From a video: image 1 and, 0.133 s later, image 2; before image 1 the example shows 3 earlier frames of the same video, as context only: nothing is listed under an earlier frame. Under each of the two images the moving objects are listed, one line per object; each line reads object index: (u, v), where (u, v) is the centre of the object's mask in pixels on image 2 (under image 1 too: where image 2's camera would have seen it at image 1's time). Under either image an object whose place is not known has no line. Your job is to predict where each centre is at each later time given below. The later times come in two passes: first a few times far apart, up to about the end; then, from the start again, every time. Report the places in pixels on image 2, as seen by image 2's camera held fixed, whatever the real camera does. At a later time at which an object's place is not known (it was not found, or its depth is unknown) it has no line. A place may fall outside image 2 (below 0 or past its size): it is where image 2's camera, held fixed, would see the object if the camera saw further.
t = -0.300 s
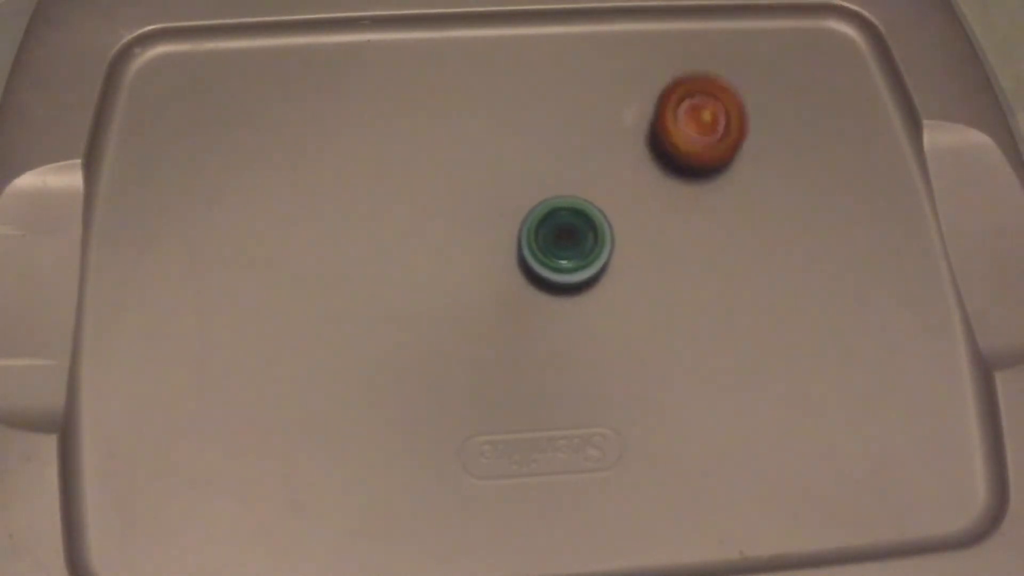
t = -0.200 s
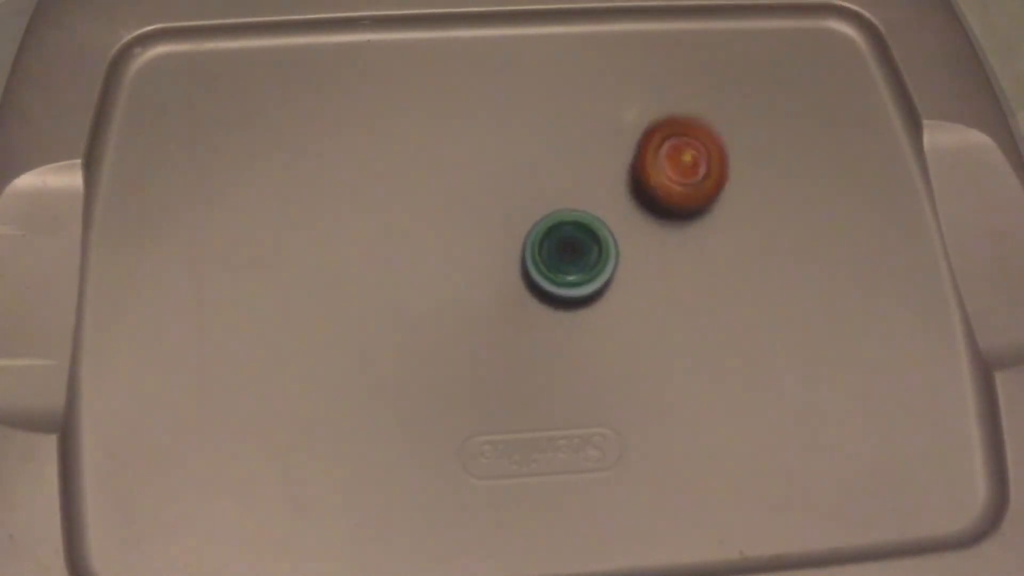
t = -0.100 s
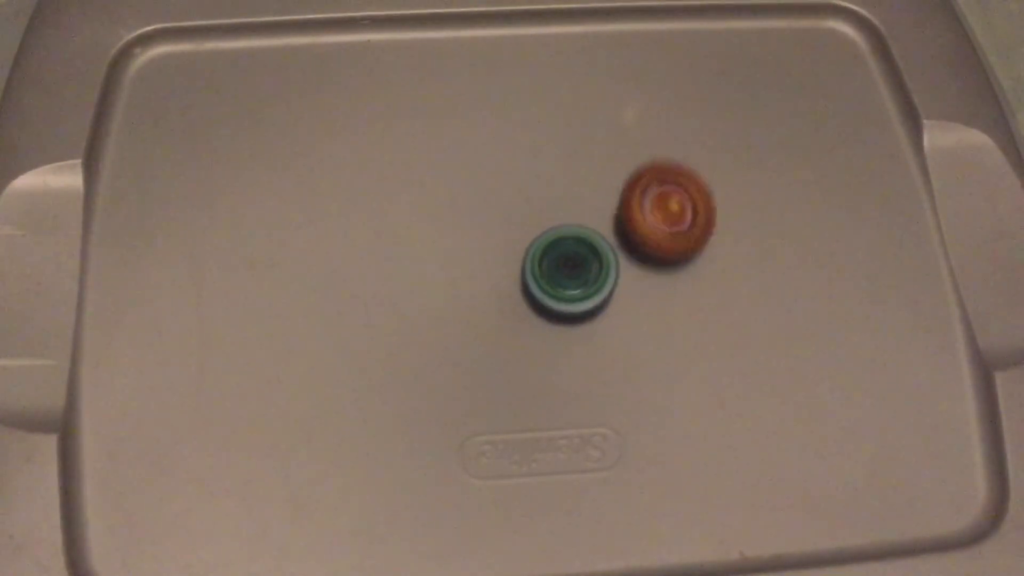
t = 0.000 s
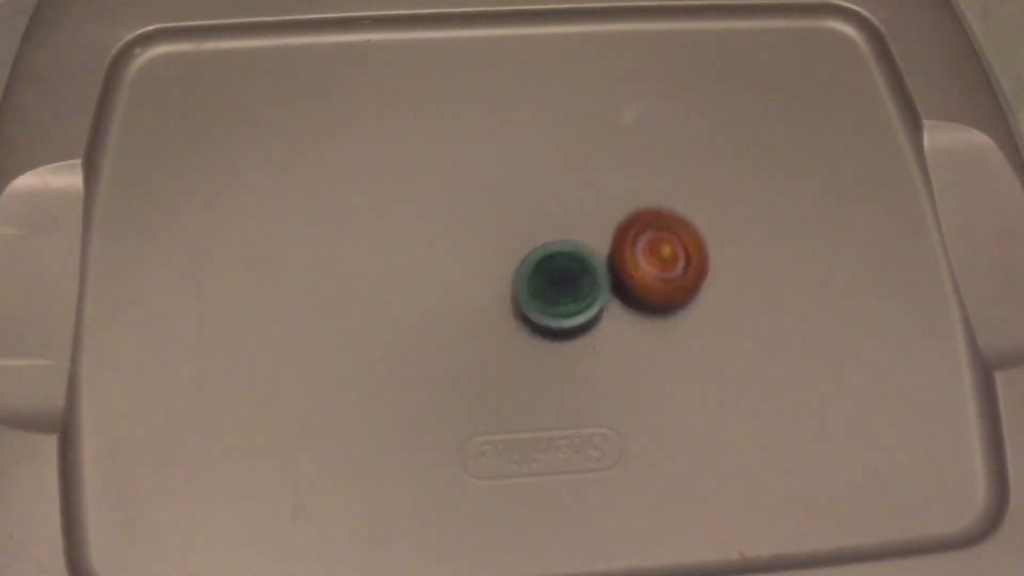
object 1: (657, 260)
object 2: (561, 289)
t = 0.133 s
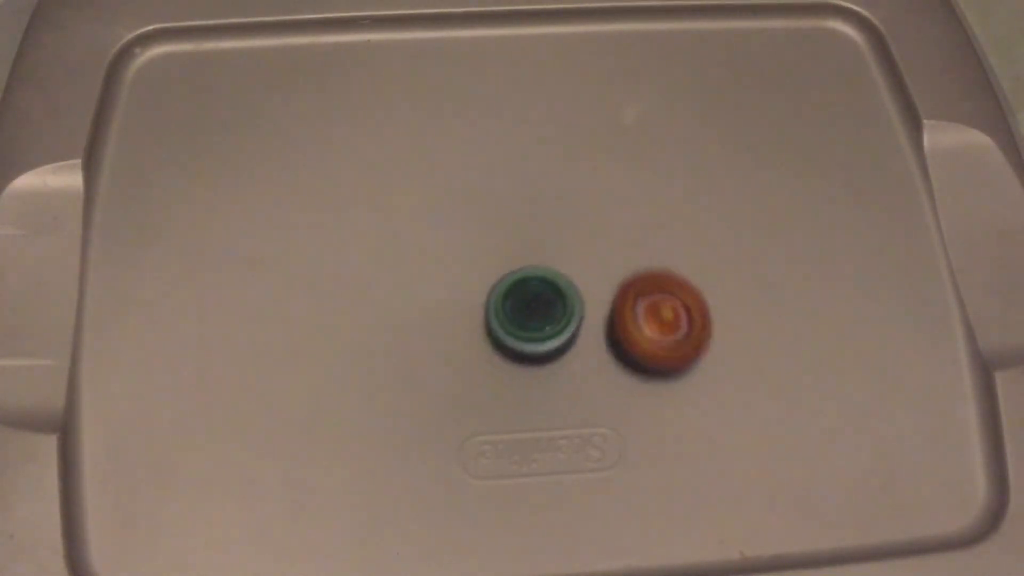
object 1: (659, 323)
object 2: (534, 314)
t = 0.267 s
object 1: (662, 387)
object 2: (511, 325)
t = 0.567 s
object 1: (685, 519)
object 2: (452, 322)
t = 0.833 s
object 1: (671, 485)
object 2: (425, 295)
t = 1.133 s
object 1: (608, 373)
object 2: (429, 256)
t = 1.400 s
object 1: (544, 291)
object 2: (448, 212)
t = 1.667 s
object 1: (554, 301)
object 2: (405, 120)
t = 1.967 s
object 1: (533, 301)
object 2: (452, 62)
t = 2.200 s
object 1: (511, 299)
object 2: (508, 55)
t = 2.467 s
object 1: (489, 296)
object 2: (565, 90)
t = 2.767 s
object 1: (476, 295)
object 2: (585, 168)
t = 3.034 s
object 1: (462, 298)
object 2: (561, 240)
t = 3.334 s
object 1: (424, 322)
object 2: (562, 266)
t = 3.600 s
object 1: (430, 325)
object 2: (525, 288)
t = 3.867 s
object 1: (437, 325)
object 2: (518, 273)
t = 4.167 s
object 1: (421, 336)
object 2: (557, 231)
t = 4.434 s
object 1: (433, 318)
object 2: (591, 235)
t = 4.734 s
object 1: (488, 259)
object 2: (600, 259)
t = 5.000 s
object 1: (510, 206)
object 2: (609, 281)
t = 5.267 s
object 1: (503, 183)
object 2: (581, 303)
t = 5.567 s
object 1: (497, 188)
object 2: (525, 298)
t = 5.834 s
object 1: (494, 162)
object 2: (500, 357)
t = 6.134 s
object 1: (492, 152)
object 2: (467, 360)
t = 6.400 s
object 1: (502, 172)
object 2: (454, 327)
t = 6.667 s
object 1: (545, 221)
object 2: (464, 297)
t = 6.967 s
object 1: (632, 255)
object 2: (475, 285)
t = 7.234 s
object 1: (661, 262)
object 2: (497, 285)
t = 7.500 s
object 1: (660, 257)
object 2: (516, 293)
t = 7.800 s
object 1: (622, 264)
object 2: (520, 305)
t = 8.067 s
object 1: (592, 276)
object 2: (498, 315)
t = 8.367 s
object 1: (593, 276)
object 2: (450, 304)
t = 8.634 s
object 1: (575, 279)
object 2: (454, 263)
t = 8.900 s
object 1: (565, 298)
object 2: (474, 252)
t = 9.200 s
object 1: (634, 323)
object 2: (443, 216)
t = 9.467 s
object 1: (667, 282)
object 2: (462, 201)
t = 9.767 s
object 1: (626, 234)
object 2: (493, 229)
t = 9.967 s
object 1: (586, 240)
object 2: (489, 264)
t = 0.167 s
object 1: (659, 339)
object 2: (528, 317)
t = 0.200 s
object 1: (660, 355)
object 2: (522, 320)
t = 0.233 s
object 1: (661, 370)
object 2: (517, 323)
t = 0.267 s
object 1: (662, 387)
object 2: (511, 325)
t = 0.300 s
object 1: (663, 403)
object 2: (504, 326)
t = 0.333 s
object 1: (666, 419)
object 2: (497, 326)
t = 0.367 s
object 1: (668, 436)
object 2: (490, 326)
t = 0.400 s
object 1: (671, 452)
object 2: (484, 326)
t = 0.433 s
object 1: (673, 467)
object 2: (476, 326)
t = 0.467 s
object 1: (676, 481)
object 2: (470, 326)
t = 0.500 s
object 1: (679, 494)
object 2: (464, 325)
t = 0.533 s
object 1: (682, 507)
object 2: (458, 324)
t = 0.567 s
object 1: (685, 519)
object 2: (452, 322)
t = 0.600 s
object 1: (687, 523)
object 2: (447, 320)
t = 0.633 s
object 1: (685, 522)
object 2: (443, 318)
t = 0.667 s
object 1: (683, 519)
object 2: (439, 315)
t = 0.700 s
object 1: (682, 515)
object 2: (436, 312)
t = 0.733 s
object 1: (680, 510)
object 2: (433, 308)
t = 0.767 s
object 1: (678, 503)
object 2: (431, 304)
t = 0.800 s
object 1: (675, 495)
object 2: (428, 300)
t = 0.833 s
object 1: (671, 485)
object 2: (425, 295)
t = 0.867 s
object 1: (667, 475)
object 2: (424, 292)
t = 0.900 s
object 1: (662, 463)
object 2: (423, 288)
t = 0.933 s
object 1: (656, 450)
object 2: (422, 282)
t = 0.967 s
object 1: (649, 437)
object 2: (422, 279)
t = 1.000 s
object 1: (642, 424)
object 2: (423, 275)
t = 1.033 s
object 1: (634, 411)
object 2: (425, 269)
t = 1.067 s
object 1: (626, 399)
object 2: (426, 265)
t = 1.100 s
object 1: (617, 385)
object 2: (427, 261)
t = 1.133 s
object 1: (608, 373)
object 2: (429, 256)
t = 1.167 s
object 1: (598, 360)
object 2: (432, 251)
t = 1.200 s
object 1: (588, 348)
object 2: (435, 247)
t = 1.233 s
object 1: (577, 336)
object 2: (440, 244)
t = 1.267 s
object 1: (567, 324)
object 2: (444, 240)
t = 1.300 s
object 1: (557, 312)
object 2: (449, 236)
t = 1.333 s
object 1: (548, 300)
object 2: (454, 233)
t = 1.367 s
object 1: (539, 290)
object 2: (459, 230)
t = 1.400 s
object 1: (544, 291)
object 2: (448, 212)
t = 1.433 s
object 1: (554, 297)
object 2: (433, 186)
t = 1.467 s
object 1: (558, 299)
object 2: (419, 167)
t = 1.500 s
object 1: (558, 299)
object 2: (410, 156)
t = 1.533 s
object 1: (558, 300)
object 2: (405, 147)
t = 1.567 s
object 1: (557, 300)
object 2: (401, 140)
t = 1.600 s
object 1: (555, 301)
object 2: (400, 134)
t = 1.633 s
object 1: (555, 301)
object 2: (402, 127)
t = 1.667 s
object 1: (554, 301)
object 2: (405, 120)
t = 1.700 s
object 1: (552, 301)
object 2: (409, 111)
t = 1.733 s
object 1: (550, 301)
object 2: (412, 102)
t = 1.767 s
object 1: (547, 301)
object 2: (416, 94)
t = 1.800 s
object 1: (545, 301)
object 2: (421, 87)
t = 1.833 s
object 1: (543, 301)
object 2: (426, 81)
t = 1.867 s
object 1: (541, 301)
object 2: (432, 75)
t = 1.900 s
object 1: (538, 301)
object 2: (438, 70)
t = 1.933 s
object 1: (536, 301)
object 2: (445, 65)
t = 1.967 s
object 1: (533, 301)
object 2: (452, 62)
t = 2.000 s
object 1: (530, 301)
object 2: (459, 59)
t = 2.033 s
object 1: (526, 300)
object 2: (467, 56)
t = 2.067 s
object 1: (523, 300)
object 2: (474, 54)
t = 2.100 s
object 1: (520, 300)
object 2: (483, 54)
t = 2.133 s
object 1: (517, 299)
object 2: (492, 54)
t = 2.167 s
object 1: (514, 299)
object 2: (500, 54)
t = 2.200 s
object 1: (511, 299)
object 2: (508, 55)
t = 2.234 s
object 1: (508, 298)
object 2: (516, 56)
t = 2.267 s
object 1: (505, 298)
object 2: (523, 59)
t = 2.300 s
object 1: (502, 298)
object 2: (531, 62)
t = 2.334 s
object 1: (499, 298)
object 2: (539, 67)
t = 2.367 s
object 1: (496, 297)
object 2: (546, 71)
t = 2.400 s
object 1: (493, 297)
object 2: (553, 77)
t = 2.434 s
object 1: (490, 297)
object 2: (559, 83)
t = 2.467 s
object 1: (489, 296)
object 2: (565, 90)
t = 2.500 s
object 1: (486, 296)
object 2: (570, 96)
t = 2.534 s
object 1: (484, 296)
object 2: (575, 104)
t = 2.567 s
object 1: (483, 296)
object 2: (578, 112)
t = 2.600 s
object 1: (481, 295)
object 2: (581, 122)
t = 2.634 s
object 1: (479, 295)
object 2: (584, 132)
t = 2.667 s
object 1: (479, 295)
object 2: (586, 141)
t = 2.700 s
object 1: (478, 295)
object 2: (587, 150)
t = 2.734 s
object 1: (477, 295)
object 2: (587, 159)
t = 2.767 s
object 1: (476, 295)
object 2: (585, 168)
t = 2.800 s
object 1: (476, 294)
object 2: (583, 177)
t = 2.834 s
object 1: (474, 293)
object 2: (580, 187)
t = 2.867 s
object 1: (474, 293)
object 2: (576, 196)
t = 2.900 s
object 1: (474, 292)
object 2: (570, 207)
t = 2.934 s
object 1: (475, 291)
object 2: (564, 218)
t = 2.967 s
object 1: (475, 290)
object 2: (557, 228)
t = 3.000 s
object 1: (472, 291)
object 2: (552, 238)
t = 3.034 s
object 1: (462, 298)
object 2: (561, 240)
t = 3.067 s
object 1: (455, 303)
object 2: (570, 243)
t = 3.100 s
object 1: (448, 306)
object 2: (574, 246)
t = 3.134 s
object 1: (442, 309)
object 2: (575, 247)
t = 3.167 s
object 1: (436, 311)
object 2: (574, 249)
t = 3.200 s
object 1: (432, 315)
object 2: (573, 252)
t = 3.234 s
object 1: (428, 317)
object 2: (570, 255)
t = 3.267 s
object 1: (427, 319)
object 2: (568, 259)
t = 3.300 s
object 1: (425, 321)
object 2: (565, 262)
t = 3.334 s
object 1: (424, 322)
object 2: (562, 266)
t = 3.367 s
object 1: (423, 324)
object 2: (558, 268)
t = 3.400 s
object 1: (423, 324)
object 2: (554, 271)
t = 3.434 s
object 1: (423, 325)
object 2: (549, 275)
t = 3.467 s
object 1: (424, 325)
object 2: (544, 278)
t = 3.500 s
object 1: (424, 325)
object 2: (539, 281)
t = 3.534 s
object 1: (426, 326)
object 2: (534, 284)
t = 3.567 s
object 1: (428, 326)
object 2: (529, 287)
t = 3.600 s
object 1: (430, 325)
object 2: (525, 288)
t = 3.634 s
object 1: (430, 325)
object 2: (522, 288)
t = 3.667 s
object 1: (430, 328)
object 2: (524, 286)
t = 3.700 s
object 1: (431, 328)
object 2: (525, 285)
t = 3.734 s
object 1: (432, 328)
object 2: (524, 282)
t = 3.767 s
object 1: (433, 328)
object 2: (522, 279)
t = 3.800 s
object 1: (433, 327)
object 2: (521, 277)
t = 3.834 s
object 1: (435, 326)
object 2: (519, 275)
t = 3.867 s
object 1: (437, 325)
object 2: (518, 273)
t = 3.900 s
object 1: (430, 329)
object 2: (527, 264)
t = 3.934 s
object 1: (426, 333)
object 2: (536, 255)
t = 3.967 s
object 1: (426, 334)
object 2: (541, 247)
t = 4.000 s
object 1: (425, 335)
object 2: (543, 241)
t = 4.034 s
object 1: (423, 336)
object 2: (545, 237)
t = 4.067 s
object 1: (422, 337)
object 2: (547, 234)
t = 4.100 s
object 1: (421, 337)
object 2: (549, 232)
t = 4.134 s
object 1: (421, 337)
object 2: (553, 231)
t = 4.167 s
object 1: (421, 336)
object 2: (557, 231)
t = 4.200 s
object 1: (421, 335)
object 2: (562, 230)
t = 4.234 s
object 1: (422, 334)
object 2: (567, 230)
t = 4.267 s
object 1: (423, 333)
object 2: (571, 230)
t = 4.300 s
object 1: (425, 331)
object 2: (576, 230)
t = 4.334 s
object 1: (427, 328)
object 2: (580, 231)
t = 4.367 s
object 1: (428, 326)
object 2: (584, 232)
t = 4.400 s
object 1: (430, 323)
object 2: (588, 233)
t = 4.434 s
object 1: (433, 318)
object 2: (591, 235)
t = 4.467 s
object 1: (437, 313)
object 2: (593, 236)
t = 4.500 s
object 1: (441, 307)
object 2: (595, 238)
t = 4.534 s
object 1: (446, 301)
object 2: (597, 240)
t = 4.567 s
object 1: (453, 294)
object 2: (599, 243)
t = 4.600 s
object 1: (459, 287)
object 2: (600, 246)
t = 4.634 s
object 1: (466, 279)
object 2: (601, 249)
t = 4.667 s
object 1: (474, 272)
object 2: (601, 252)
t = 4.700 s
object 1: (481, 266)
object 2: (601, 256)
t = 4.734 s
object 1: (488, 259)
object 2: (600, 259)
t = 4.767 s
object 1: (496, 251)
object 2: (598, 263)
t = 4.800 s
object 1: (503, 245)
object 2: (600, 266)
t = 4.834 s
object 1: (507, 239)
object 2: (601, 270)
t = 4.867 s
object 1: (509, 233)
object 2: (604, 274)
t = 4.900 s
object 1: (510, 226)
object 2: (609, 276)
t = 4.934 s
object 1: (510, 219)
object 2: (611, 277)
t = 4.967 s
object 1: (510, 213)
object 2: (610, 279)
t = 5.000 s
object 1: (510, 206)
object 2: (609, 281)
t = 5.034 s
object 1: (510, 201)
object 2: (606, 283)
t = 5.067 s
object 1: (509, 197)
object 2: (603, 288)
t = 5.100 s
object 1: (508, 193)
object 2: (600, 292)
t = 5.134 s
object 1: (507, 191)
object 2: (598, 295)
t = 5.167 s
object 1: (506, 188)
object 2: (594, 298)
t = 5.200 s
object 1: (505, 186)
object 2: (591, 300)
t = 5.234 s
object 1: (504, 185)
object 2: (586, 302)
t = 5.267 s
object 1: (503, 183)
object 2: (581, 303)
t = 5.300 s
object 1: (502, 182)
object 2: (575, 304)
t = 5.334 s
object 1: (501, 182)
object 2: (569, 305)
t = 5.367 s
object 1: (500, 181)
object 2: (563, 305)
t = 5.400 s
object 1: (499, 181)
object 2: (557, 305)
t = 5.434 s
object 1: (498, 182)
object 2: (550, 305)
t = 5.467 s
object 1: (498, 182)
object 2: (544, 304)
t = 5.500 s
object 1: (497, 185)
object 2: (537, 302)
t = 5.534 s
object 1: (497, 187)
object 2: (531, 300)
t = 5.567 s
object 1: (497, 188)
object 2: (525, 298)
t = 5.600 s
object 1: (497, 192)
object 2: (518, 295)
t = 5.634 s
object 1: (497, 195)
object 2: (512, 292)
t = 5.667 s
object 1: (497, 196)
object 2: (506, 291)
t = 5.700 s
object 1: (496, 187)
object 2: (502, 308)
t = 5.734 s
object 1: (494, 177)
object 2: (501, 331)
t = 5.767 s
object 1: (494, 171)
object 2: (501, 345)
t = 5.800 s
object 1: (494, 166)
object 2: (501, 353)
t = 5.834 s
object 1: (494, 162)
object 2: (500, 357)
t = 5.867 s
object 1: (494, 159)
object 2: (499, 358)
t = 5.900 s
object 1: (493, 157)
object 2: (495, 360)
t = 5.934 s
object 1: (493, 156)
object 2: (491, 362)
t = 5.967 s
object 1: (493, 154)
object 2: (486, 363)
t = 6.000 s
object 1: (493, 153)
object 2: (481, 365)
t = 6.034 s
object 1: (493, 152)
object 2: (478, 366)
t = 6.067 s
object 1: (493, 152)
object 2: (474, 365)
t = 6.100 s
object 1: (493, 152)
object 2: (471, 363)
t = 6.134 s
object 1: (492, 152)
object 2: (467, 360)
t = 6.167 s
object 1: (492, 153)
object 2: (464, 358)
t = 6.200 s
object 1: (493, 154)
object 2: (461, 354)
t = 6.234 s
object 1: (494, 155)
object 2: (458, 351)
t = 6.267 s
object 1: (495, 158)
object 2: (456, 346)
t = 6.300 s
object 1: (495, 160)
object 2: (454, 343)
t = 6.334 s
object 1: (498, 163)
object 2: (454, 337)
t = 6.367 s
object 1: (500, 167)
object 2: (454, 332)
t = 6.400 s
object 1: (502, 172)
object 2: (454, 327)
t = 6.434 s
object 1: (505, 179)
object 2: (456, 321)
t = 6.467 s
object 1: (508, 186)
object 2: (457, 315)
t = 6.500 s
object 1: (512, 193)
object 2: (460, 309)
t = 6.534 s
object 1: (517, 199)
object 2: (463, 304)
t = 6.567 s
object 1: (521, 207)
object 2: (466, 299)
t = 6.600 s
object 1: (525, 215)
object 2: (470, 294)
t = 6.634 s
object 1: (533, 220)
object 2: (469, 293)
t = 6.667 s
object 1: (545, 221)
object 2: (464, 297)
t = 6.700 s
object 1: (556, 224)
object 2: (464, 299)
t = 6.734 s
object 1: (566, 227)
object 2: (466, 299)
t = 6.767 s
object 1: (577, 233)
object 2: (468, 297)
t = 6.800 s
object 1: (587, 236)
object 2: (470, 295)
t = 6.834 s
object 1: (598, 240)
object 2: (471, 293)
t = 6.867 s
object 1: (607, 245)
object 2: (472, 291)
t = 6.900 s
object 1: (615, 248)
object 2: (473, 288)
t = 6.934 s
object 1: (624, 252)
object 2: (474, 286)
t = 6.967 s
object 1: (632, 255)
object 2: (475, 285)
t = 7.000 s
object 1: (639, 257)
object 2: (477, 284)
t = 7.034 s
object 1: (645, 260)
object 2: (479, 284)
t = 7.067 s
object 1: (649, 261)
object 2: (481, 283)
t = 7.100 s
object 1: (653, 261)
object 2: (483, 283)
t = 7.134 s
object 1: (656, 261)
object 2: (486, 283)
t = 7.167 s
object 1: (658, 261)
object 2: (490, 283)
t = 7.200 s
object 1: (660, 261)
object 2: (493, 284)
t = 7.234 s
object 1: (661, 262)
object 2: (497, 285)
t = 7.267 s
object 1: (663, 261)
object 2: (499, 285)
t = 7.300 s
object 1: (664, 261)
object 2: (503, 286)
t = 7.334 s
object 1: (664, 261)
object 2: (506, 286)
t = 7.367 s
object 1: (664, 259)
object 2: (508, 287)
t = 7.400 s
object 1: (664, 259)
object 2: (509, 288)
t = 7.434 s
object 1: (663, 258)
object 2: (511, 290)
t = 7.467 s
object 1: (663, 256)
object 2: (514, 291)
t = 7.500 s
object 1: (660, 257)
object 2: (516, 293)
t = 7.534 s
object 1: (659, 256)
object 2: (517, 294)
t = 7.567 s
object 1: (657, 256)
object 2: (517, 295)
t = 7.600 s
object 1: (655, 256)
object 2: (519, 297)
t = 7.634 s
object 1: (651, 257)
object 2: (520, 298)
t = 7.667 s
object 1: (647, 257)
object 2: (521, 298)
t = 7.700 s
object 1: (643, 258)
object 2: (521, 301)
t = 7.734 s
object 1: (636, 260)
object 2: (521, 302)
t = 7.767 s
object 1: (630, 261)
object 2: (521, 303)
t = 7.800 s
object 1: (622, 264)
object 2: (520, 305)
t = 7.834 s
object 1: (615, 266)
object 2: (520, 306)
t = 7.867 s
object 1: (609, 267)
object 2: (516, 309)
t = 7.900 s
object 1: (607, 269)
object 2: (510, 312)
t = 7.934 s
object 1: (605, 270)
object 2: (508, 315)
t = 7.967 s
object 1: (602, 271)
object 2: (507, 316)
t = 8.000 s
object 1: (600, 273)
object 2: (505, 315)
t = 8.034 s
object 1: (596, 276)
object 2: (502, 315)
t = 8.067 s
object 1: (592, 276)
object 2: (498, 315)
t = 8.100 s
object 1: (590, 277)
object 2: (493, 315)
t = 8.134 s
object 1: (592, 277)
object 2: (484, 318)
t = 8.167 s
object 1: (594, 276)
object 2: (476, 319)
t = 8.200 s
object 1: (594, 277)
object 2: (470, 319)
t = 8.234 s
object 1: (595, 277)
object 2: (465, 317)
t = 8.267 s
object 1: (595, 277)
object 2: (461, 314)
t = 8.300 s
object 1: (595, 276)
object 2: (457, 311)
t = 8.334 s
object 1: (595, 275)
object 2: (452, 307)
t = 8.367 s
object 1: (593, 276)
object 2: (450, 304)
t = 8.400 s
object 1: (592, 276)
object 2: (448, 299)
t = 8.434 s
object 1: (592, 276)
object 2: (447, 293)
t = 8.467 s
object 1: (590, 276)
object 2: (445, 288)
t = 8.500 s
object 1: (588, 276)
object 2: (445, 283)
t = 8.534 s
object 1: (586, 276)
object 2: (447, 279)
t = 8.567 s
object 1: (583, 277)
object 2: (448, 273)
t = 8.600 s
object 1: (580, 277)
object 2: (451, 268)
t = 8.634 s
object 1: (575, 279)
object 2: (454, 263)
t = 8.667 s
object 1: (571, 280)
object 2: (457, 258)
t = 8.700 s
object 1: (566, 282)
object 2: (461, 256)
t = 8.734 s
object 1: (561, 284)
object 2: (467, 253)
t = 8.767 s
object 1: (560, 286)
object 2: (469, 250)
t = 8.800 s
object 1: (561, 289)
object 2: (465, 249)
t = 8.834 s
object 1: (562, 293)
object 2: (465, 249)
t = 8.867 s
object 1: (563, 295)
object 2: (469, 250)
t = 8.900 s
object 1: (565, 298)
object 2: (474, 252)
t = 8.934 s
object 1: (565, 300)
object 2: (480, 253)
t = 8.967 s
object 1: (570, 303)
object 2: (481, 251)
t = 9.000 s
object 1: (587, 312)
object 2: (465, 239)
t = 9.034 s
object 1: (601, 318)
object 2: (452, 232)
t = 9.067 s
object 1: (608, 319)
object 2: (445, 228)
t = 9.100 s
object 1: (613, 320)
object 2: (444, 227)
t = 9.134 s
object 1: (619, 322)
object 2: (443, 224)
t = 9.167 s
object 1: (627, 323)
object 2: (442, 220)
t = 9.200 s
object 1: (634, 323)
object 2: (443, 216)
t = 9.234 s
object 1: (642, 320)
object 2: (443, 213)
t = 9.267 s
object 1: (649, 317)
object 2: (444, 210)
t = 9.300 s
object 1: (654, 312)
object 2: (447, 207)
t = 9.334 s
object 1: (659, 308)
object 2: (450, 205)
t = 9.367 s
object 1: (662, 303)
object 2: (452, 203)
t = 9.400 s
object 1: (666, 296)
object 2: (455, 202)
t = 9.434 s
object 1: (667, 290)
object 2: (459, 201)
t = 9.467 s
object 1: (667, 282)
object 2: (462, 201)
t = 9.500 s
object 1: (667, 275)
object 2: (467, 202)
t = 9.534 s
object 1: (665, 268)
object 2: (471, 203)
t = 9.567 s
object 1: (662, 261)
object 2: (474, 205)
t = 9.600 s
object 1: (658, 255)
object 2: (478, 208)
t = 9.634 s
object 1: (653, 250)
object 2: (482, 211)
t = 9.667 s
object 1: (647, 245)
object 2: (485, 215)
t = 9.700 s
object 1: (641, 240)
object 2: (488, 220)
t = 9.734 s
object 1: (635, 237)
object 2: (491, 223)
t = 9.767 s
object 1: (626, 234)
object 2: (493, 229)
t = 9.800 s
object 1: (620, 233)
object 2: (495, 234)
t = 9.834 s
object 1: (612, 234)
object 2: (496, 240)
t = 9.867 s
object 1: (604, 235)
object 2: (495, 246)
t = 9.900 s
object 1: (597, 237)
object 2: (495, 252)
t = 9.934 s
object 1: (592, 238)
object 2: (493, 258)
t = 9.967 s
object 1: (586, 240)
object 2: (489, 264)
